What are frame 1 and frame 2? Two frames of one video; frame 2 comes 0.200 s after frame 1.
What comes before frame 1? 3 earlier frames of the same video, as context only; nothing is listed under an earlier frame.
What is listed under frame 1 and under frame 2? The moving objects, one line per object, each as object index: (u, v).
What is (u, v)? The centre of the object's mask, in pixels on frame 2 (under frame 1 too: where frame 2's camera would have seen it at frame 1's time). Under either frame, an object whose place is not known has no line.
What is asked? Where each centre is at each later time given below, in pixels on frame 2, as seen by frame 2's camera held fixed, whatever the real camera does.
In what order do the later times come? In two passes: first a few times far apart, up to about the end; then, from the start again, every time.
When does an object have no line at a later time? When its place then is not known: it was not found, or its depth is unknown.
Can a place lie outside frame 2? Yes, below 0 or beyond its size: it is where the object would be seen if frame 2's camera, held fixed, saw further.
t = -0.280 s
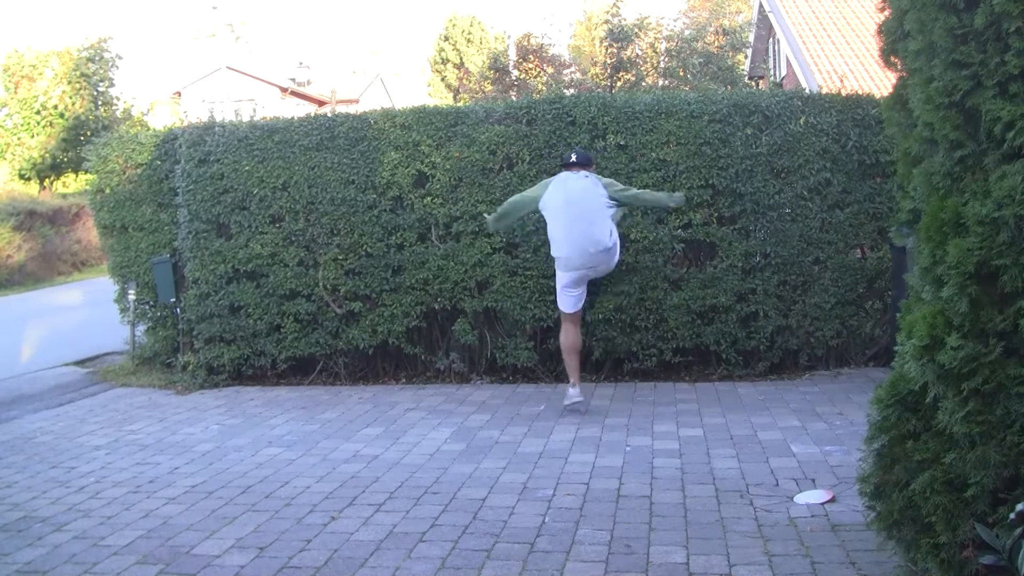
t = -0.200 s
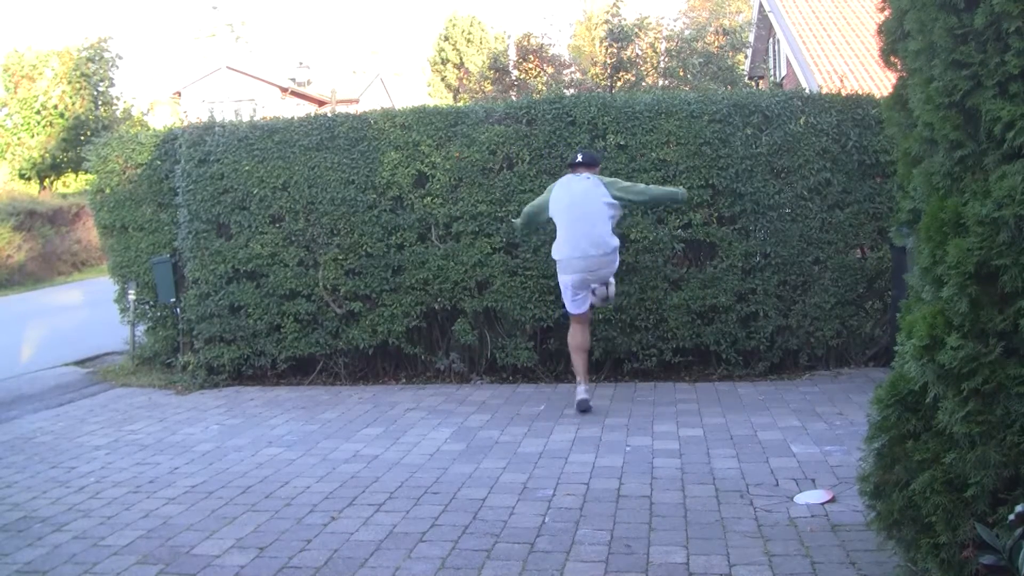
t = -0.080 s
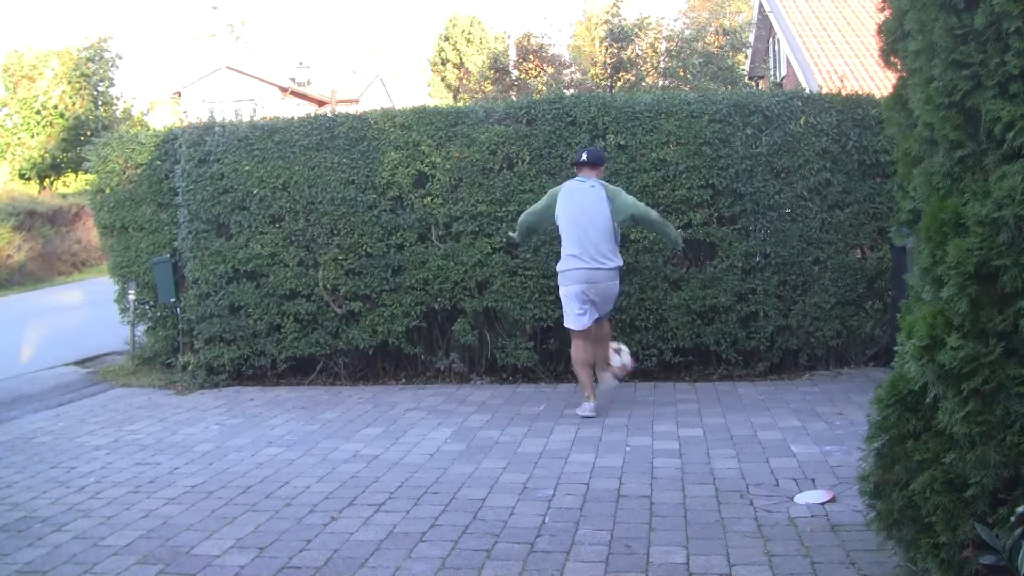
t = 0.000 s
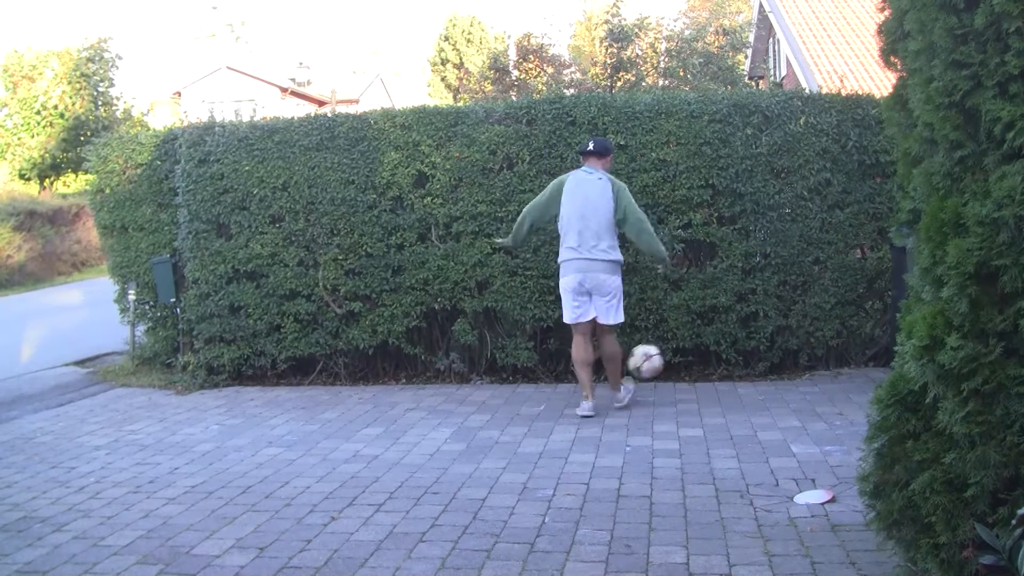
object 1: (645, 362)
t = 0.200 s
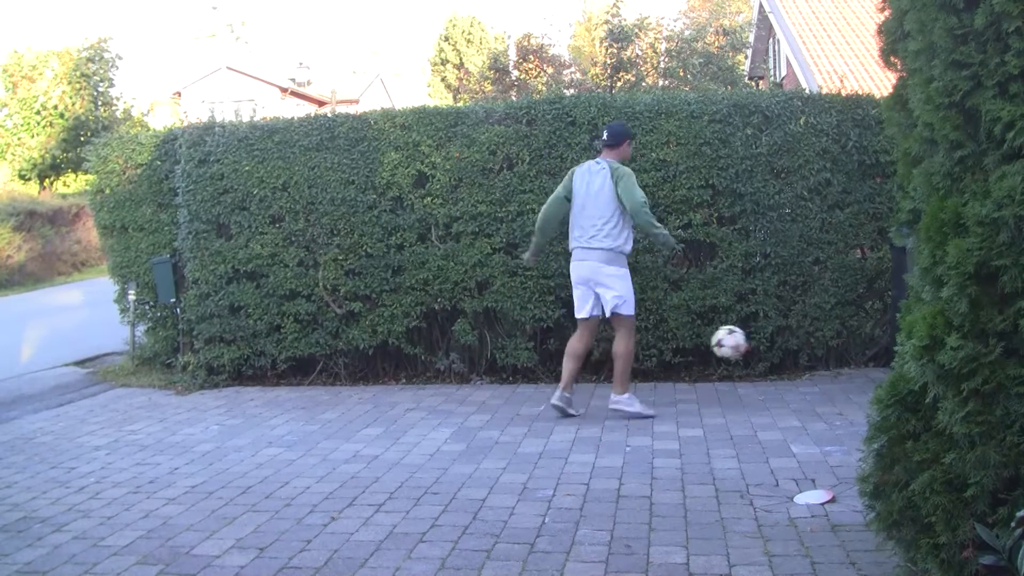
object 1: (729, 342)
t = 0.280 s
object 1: (763, 352)
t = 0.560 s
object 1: (868, 353)
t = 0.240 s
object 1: (746, 346)
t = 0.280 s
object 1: (763, 352)
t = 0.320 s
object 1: (780, 360)
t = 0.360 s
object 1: (796, 370)
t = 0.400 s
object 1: (814, 385)
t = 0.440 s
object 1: (828, 374)
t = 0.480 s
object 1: (841, 364)
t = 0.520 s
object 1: (855, 358)
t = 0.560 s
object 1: (868, 353)
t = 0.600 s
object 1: (881, 350)
